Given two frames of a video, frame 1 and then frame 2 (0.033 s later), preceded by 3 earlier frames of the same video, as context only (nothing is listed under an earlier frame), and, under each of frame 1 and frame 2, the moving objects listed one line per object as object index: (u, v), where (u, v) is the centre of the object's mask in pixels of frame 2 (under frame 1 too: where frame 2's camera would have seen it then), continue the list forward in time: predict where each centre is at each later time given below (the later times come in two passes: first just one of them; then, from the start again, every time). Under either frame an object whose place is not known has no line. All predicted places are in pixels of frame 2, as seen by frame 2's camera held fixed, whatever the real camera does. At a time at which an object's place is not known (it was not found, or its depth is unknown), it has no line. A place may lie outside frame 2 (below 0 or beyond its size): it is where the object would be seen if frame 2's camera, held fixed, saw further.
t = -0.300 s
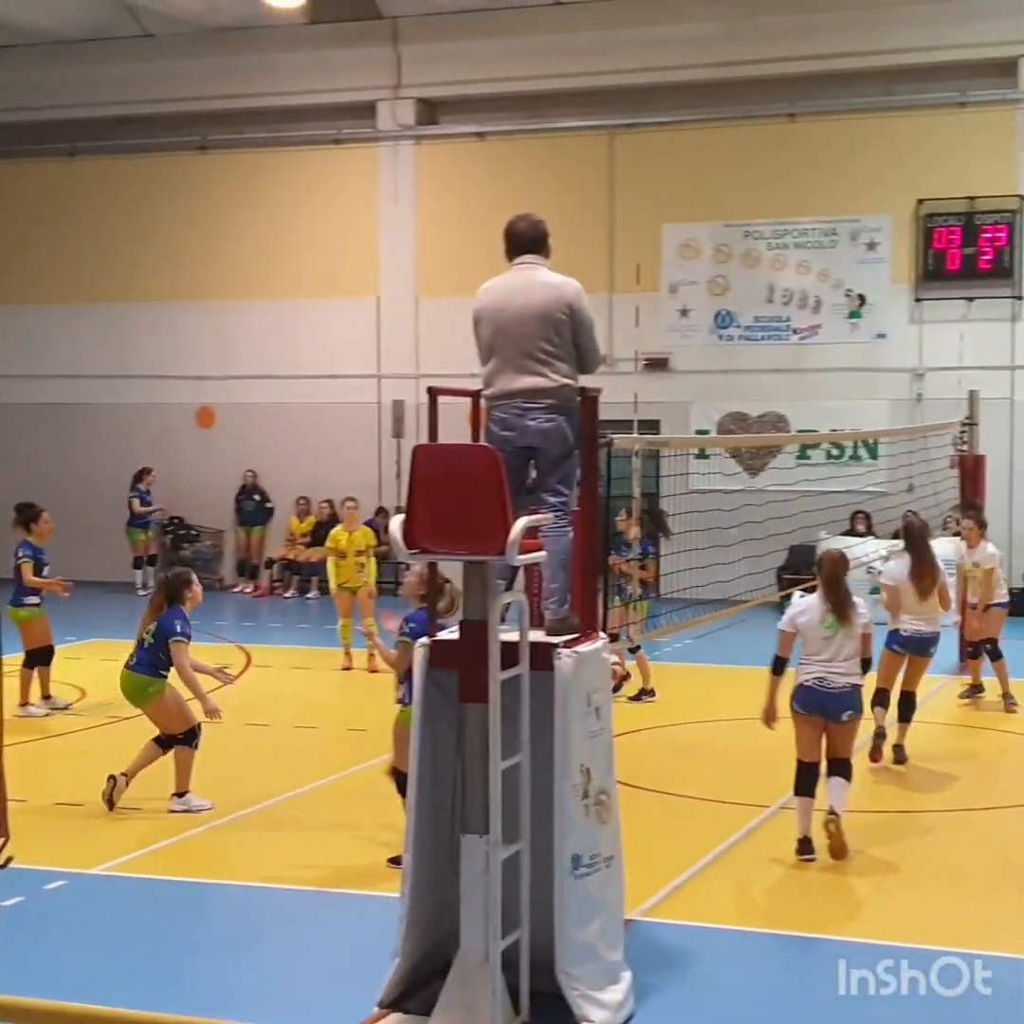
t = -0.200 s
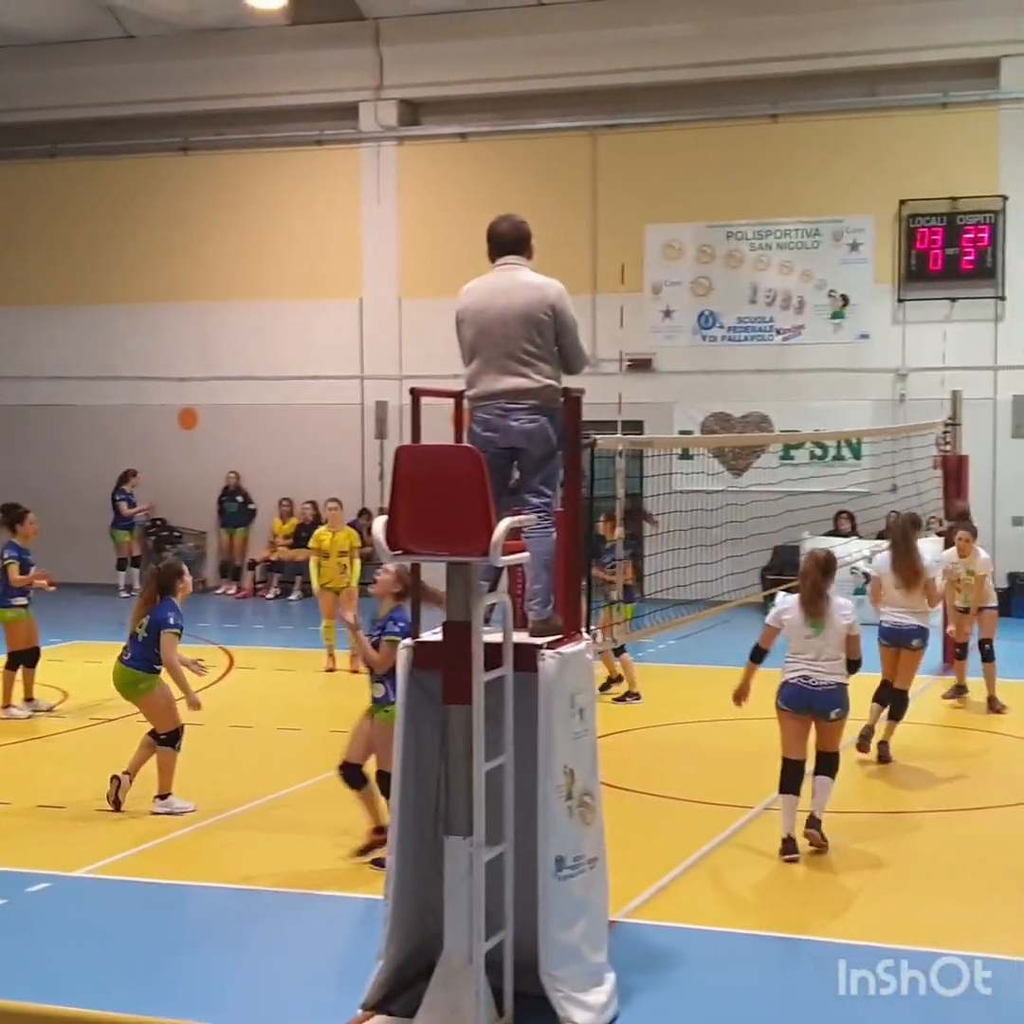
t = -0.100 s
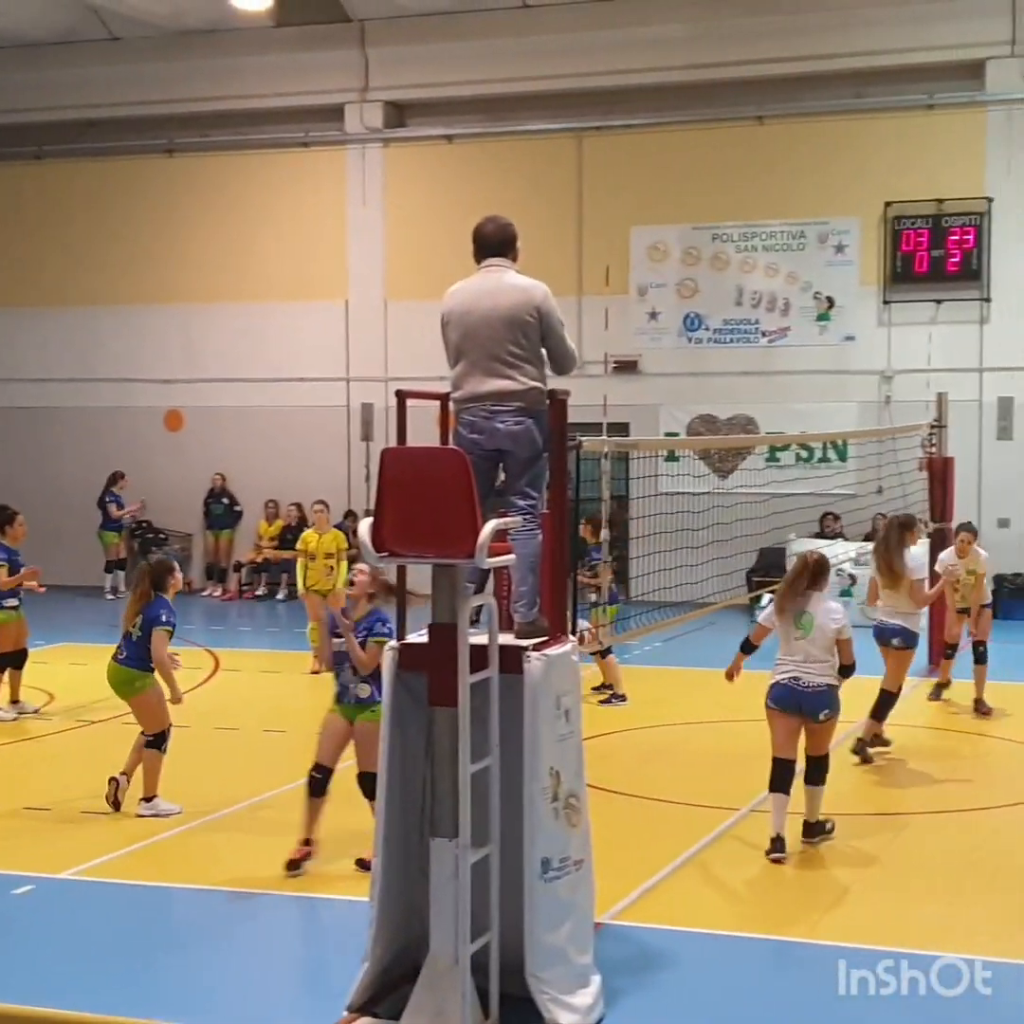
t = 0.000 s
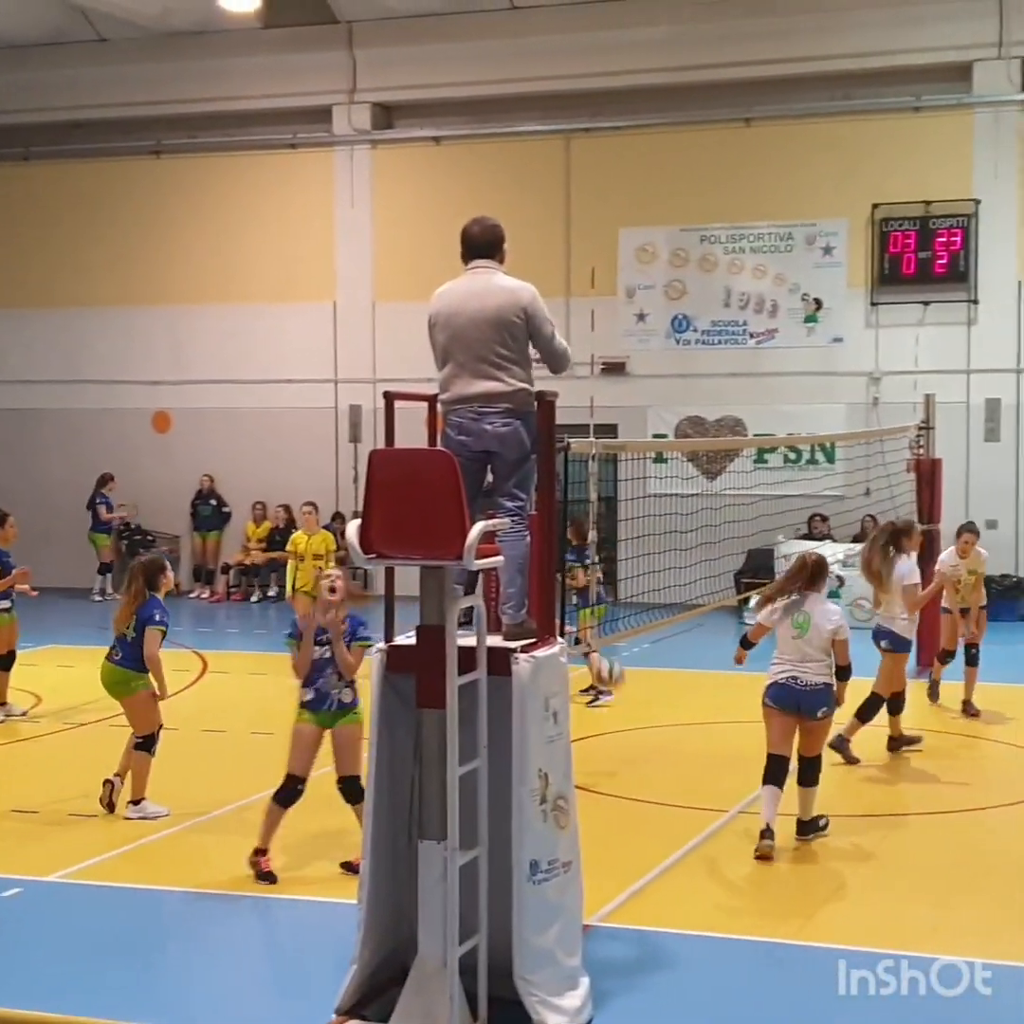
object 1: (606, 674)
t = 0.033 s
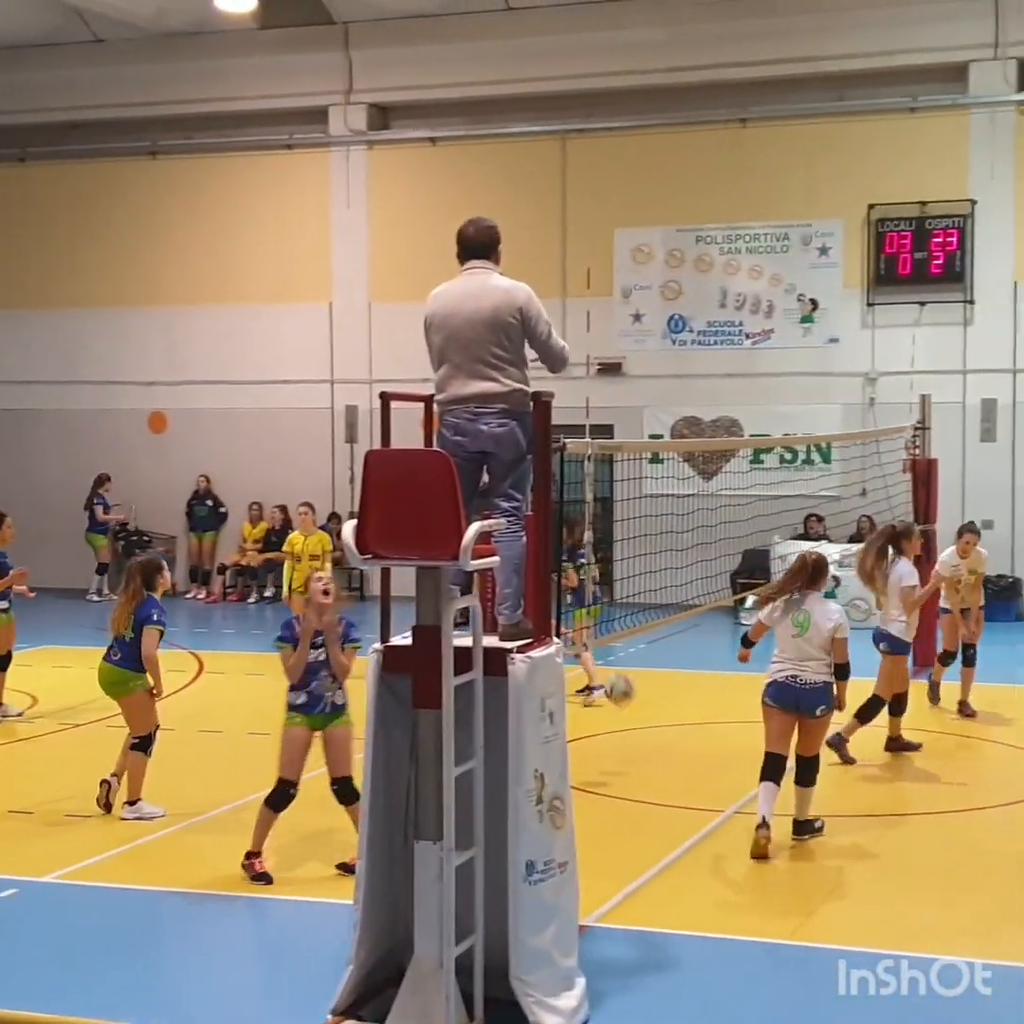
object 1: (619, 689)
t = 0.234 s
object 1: (687, 722)
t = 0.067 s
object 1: (633, 706)
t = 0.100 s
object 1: (646, 724)
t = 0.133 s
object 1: (658, 743)
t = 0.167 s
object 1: (670, 757)
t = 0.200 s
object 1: (679, 739)
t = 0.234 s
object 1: (687, 722)
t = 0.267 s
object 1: (695, 708)
